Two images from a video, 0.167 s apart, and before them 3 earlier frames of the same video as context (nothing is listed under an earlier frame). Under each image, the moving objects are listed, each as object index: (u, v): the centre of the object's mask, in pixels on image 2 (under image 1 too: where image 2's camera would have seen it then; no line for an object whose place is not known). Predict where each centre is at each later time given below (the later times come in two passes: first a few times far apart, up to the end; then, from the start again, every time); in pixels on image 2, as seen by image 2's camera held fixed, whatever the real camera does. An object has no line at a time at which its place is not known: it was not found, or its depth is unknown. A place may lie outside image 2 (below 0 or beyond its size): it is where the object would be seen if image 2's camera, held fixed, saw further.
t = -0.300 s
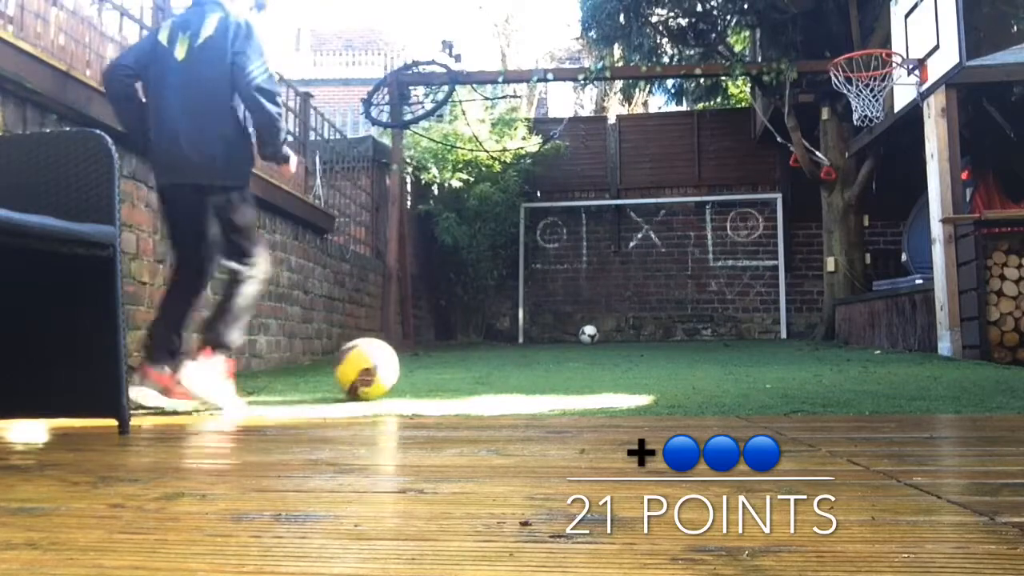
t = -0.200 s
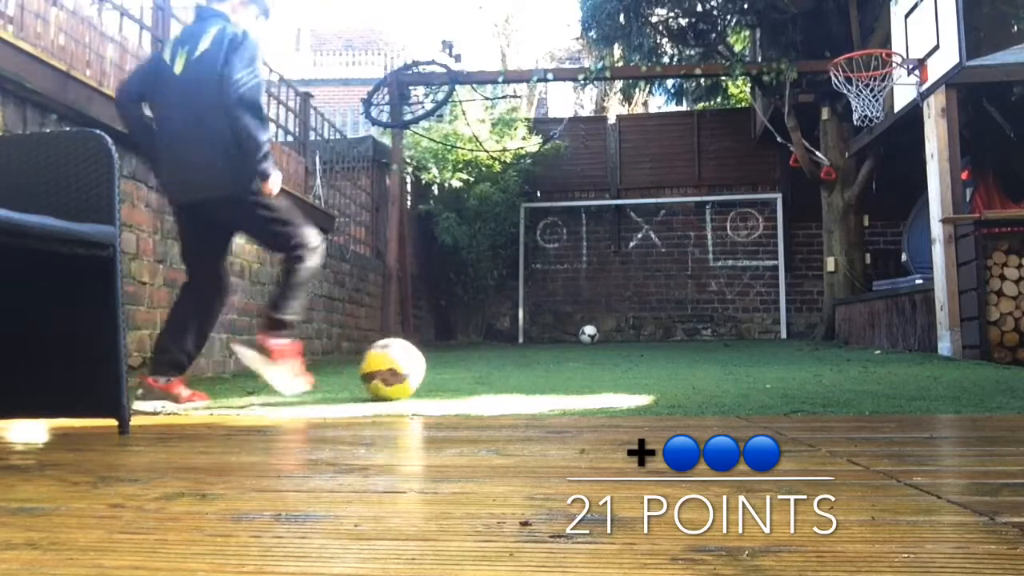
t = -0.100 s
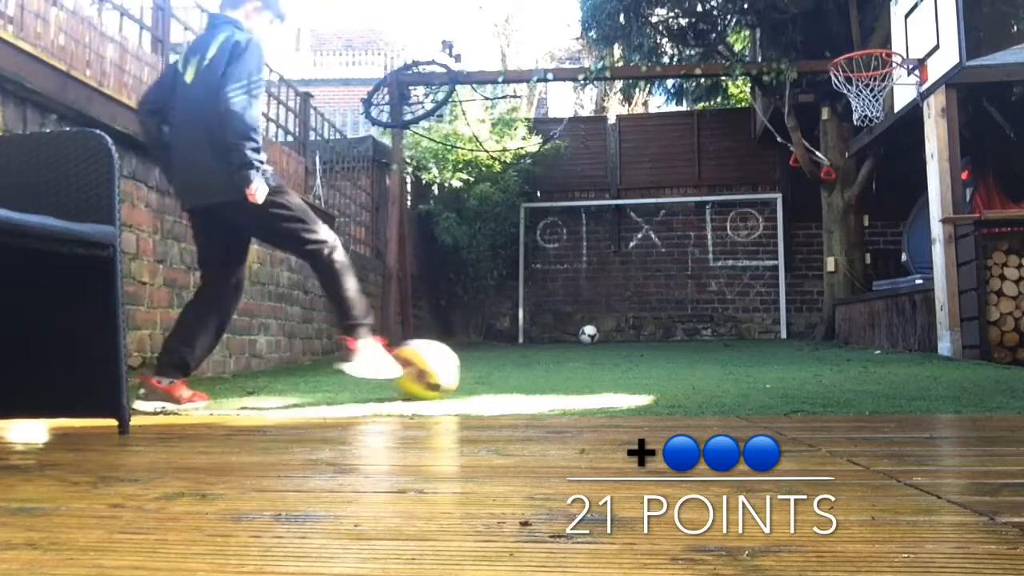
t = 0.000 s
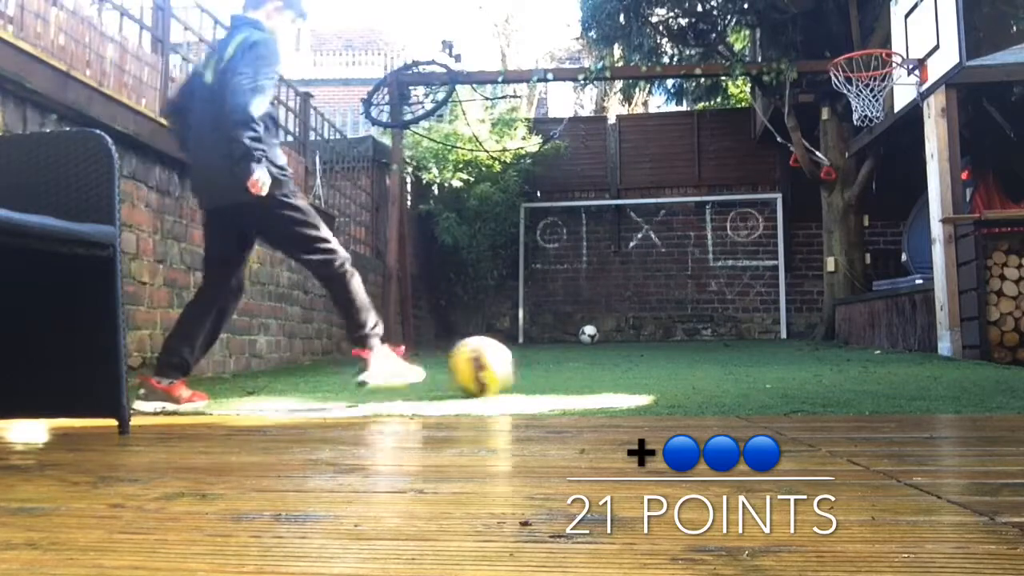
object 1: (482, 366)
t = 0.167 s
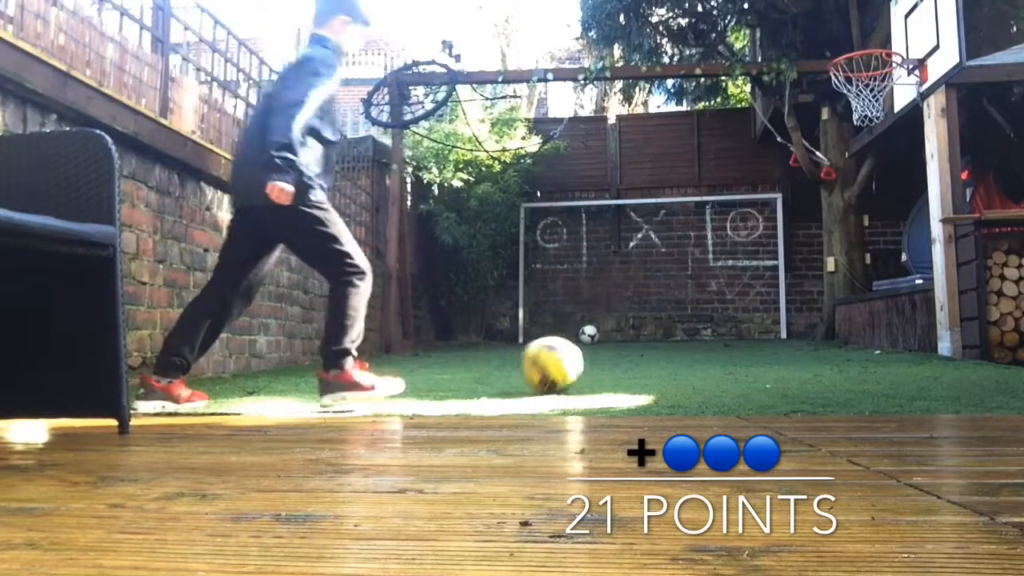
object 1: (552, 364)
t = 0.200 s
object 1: (564, 364)
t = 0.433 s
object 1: (644, 363)
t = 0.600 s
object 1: (694, 362)
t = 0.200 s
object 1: (564, 364)
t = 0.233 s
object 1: (575, 364)
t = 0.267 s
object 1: (587, 363)
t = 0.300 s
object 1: (598, 363)
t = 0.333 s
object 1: (610, 364)
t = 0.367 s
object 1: (621, 363)
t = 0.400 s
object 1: (632, 363)
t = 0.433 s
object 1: (644, 363)
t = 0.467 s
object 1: (655, 362)
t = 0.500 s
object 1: (666, 362)
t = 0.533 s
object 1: (675, 362)
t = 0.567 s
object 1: (685, 362)
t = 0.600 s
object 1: (694, 362)
